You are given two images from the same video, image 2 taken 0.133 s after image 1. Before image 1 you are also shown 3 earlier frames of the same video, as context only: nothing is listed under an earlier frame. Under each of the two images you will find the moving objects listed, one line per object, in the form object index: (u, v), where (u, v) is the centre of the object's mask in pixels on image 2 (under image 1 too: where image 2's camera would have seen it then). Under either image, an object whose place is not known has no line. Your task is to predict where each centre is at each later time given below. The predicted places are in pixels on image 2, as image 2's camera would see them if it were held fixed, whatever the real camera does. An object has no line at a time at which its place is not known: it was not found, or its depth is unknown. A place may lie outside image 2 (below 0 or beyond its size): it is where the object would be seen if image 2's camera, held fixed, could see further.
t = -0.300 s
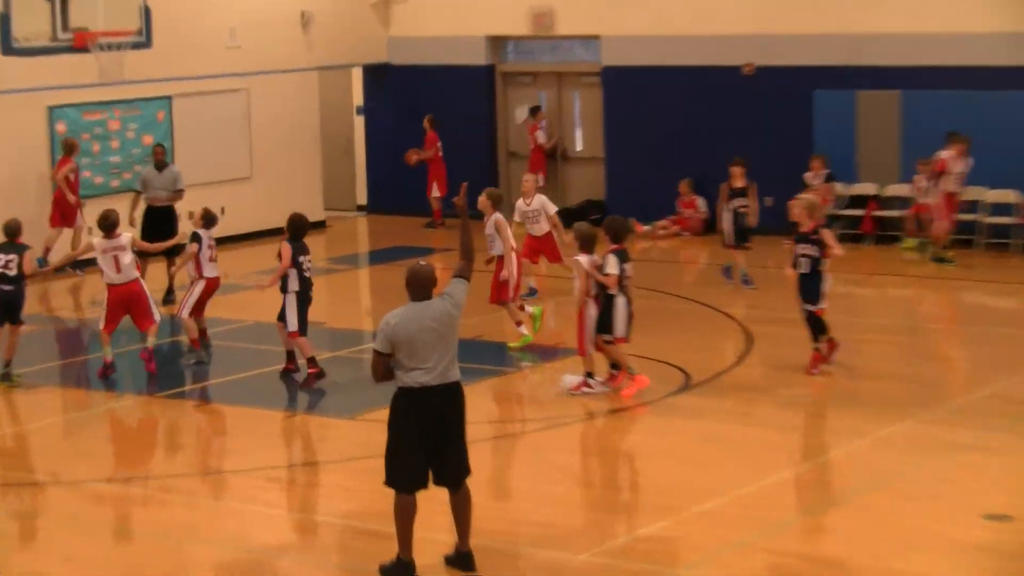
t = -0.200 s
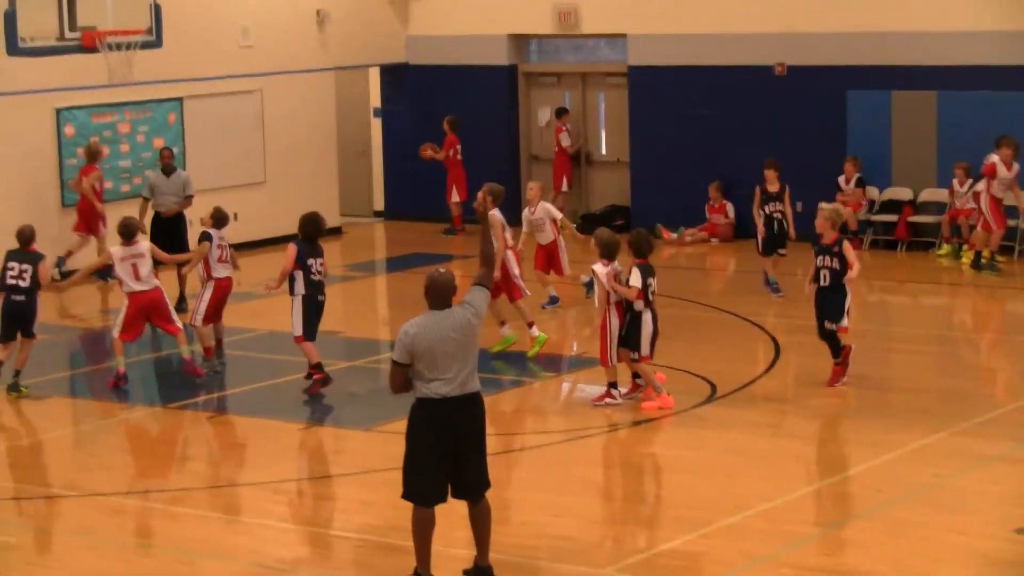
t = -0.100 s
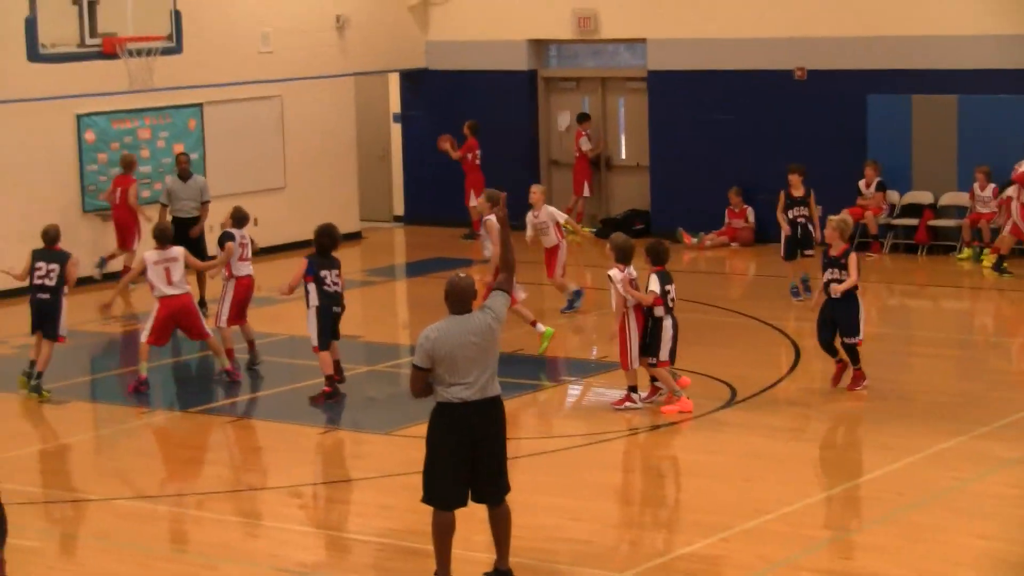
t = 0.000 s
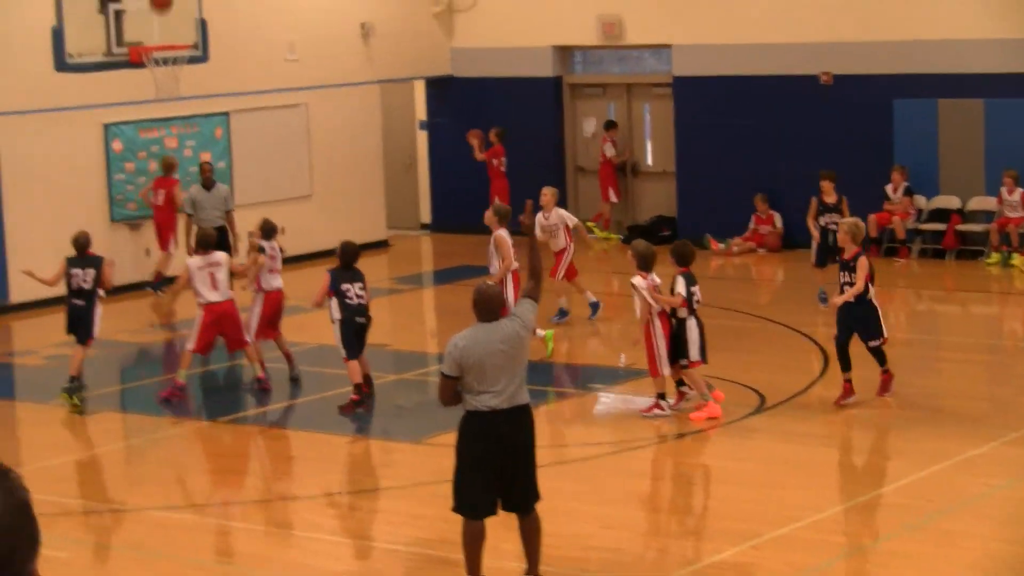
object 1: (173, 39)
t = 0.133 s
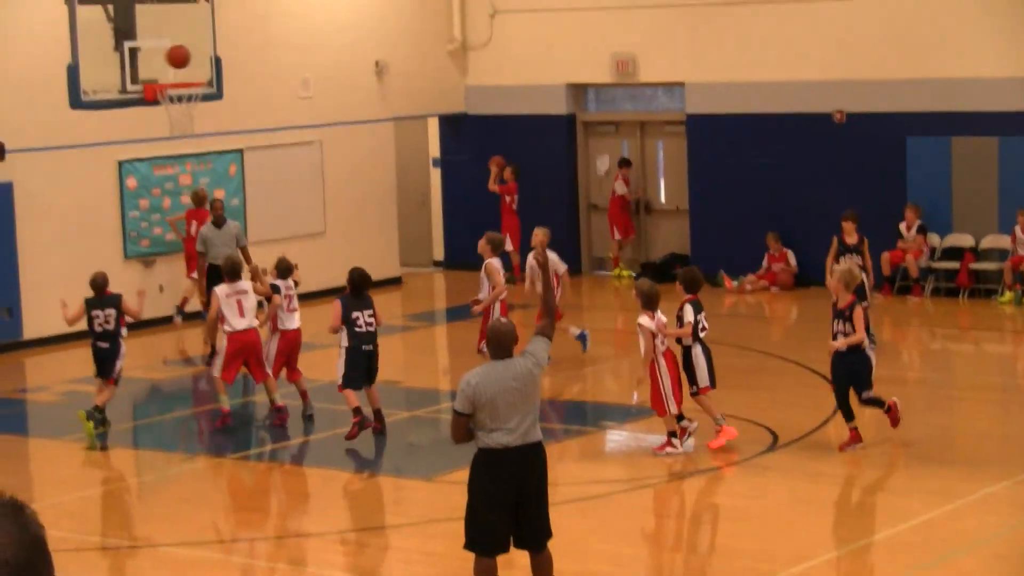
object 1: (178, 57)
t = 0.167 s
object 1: (188, 55)
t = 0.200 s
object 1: (197, 51)
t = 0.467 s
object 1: (270, 51)
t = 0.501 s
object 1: (278, 55)
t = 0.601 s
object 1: (308, 79)
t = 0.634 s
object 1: (320, 90)
